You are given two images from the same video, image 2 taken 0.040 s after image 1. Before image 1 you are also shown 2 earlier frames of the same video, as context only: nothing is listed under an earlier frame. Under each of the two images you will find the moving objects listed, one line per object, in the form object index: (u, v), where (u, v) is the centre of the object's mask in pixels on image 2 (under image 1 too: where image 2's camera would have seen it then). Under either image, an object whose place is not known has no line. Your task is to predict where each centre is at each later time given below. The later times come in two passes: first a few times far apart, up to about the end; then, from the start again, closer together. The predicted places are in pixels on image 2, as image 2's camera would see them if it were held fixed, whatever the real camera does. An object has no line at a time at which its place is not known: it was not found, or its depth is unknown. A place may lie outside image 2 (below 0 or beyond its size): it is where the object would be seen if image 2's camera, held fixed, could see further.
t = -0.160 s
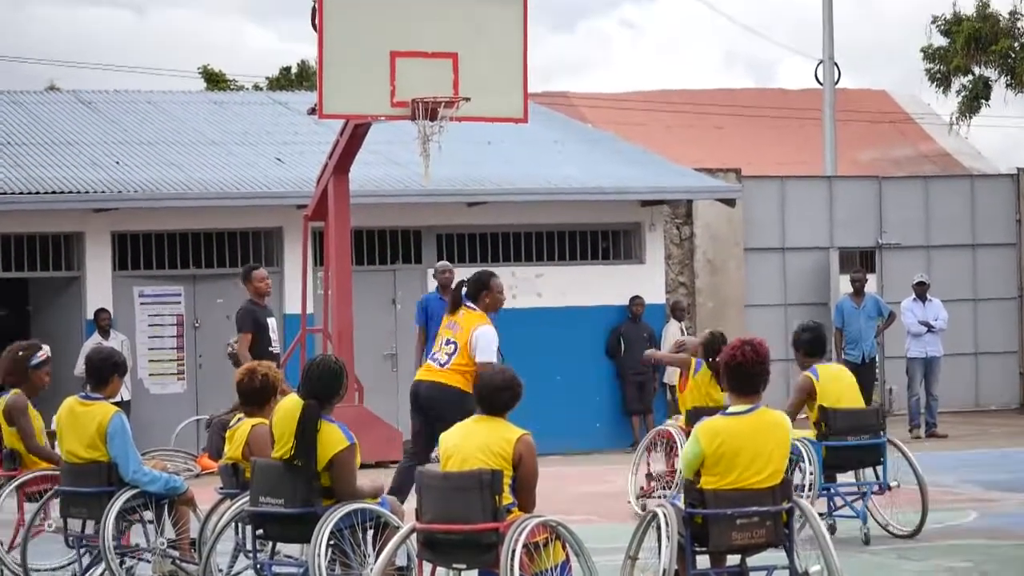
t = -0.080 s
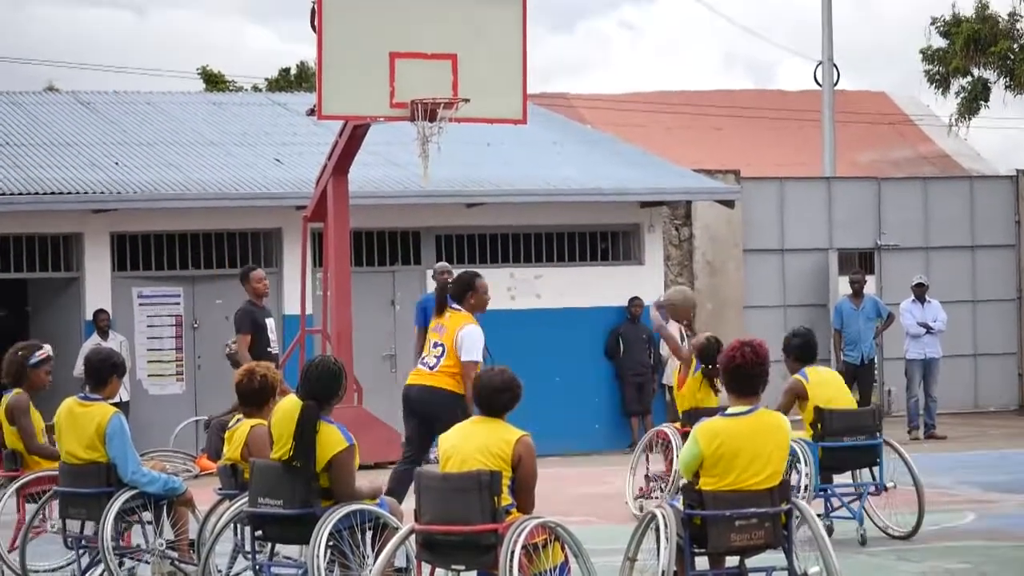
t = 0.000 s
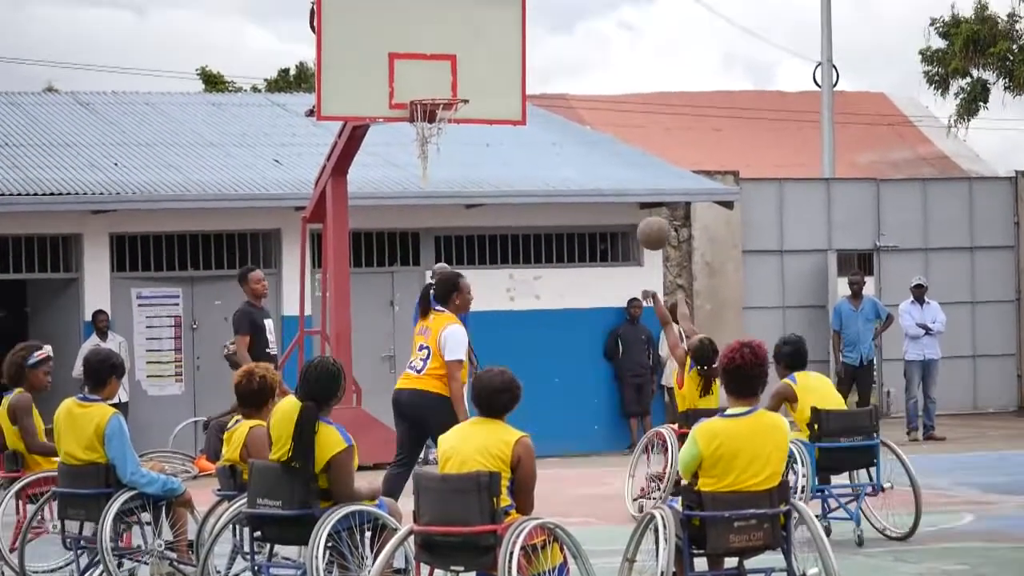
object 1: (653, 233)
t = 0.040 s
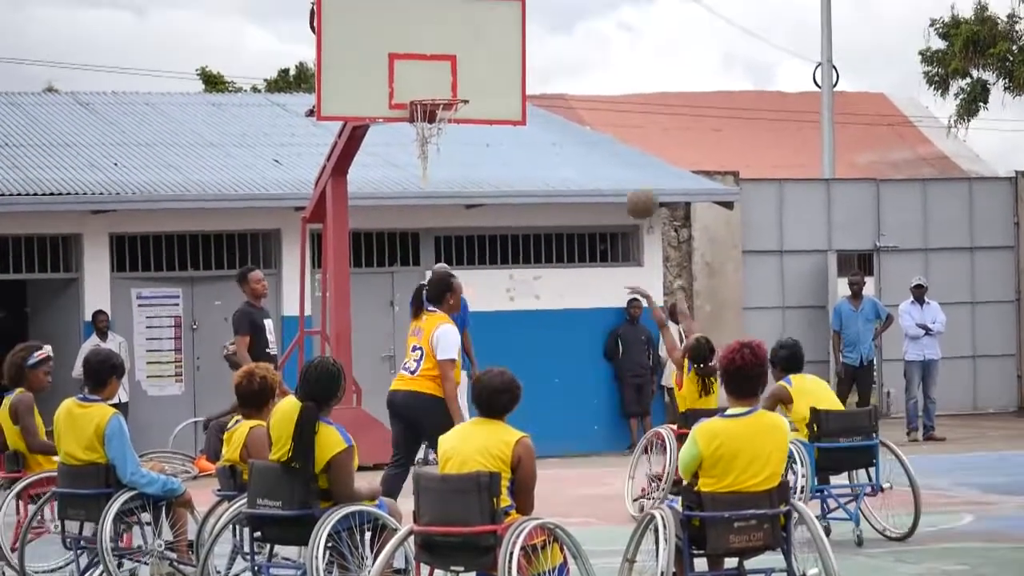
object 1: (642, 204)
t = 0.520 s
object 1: (516, 32)
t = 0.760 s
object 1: (463, 66)
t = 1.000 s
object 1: (450, 107)
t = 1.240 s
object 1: (443, 170)
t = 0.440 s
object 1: (535, 38)
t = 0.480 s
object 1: (525, 34)
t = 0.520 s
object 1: (516, 32)
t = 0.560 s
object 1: (506, 34)
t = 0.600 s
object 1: (497, 36)
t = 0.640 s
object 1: (488, 41)
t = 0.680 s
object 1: (480, 47)
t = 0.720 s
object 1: (471, 56)
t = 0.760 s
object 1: (463, 66)
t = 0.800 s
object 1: (455, 79)
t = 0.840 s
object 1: (447, 89)
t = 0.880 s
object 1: (439, 99)
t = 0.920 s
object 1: (426, 104)
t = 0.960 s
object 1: (440, 105)
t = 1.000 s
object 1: (450, 107)
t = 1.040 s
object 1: (448, 115)
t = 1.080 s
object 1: (446, 123)
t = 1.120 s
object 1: (445, 133)
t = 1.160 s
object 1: (444, 143)
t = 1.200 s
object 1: (443, 156)
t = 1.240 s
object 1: (443, 170)
